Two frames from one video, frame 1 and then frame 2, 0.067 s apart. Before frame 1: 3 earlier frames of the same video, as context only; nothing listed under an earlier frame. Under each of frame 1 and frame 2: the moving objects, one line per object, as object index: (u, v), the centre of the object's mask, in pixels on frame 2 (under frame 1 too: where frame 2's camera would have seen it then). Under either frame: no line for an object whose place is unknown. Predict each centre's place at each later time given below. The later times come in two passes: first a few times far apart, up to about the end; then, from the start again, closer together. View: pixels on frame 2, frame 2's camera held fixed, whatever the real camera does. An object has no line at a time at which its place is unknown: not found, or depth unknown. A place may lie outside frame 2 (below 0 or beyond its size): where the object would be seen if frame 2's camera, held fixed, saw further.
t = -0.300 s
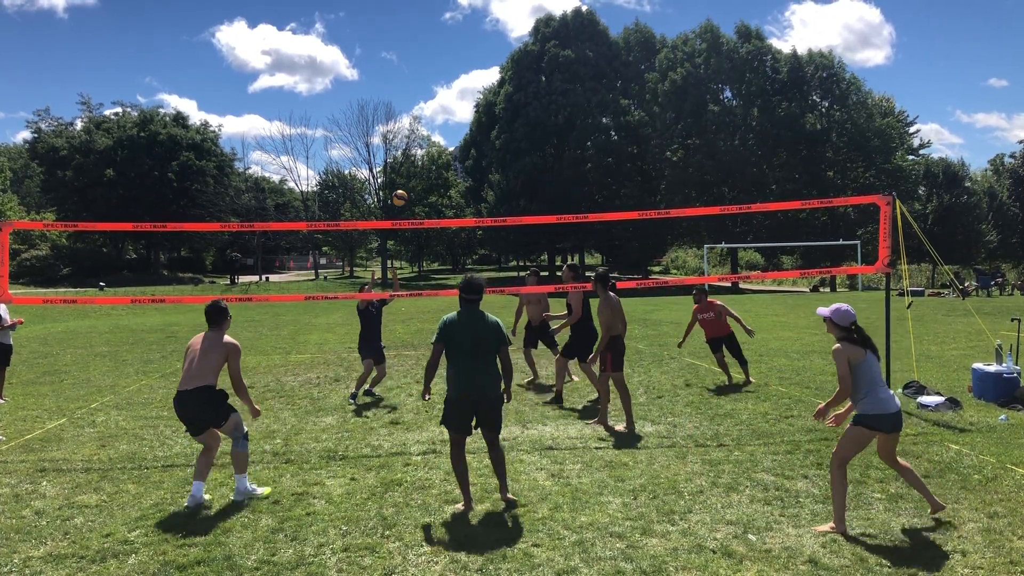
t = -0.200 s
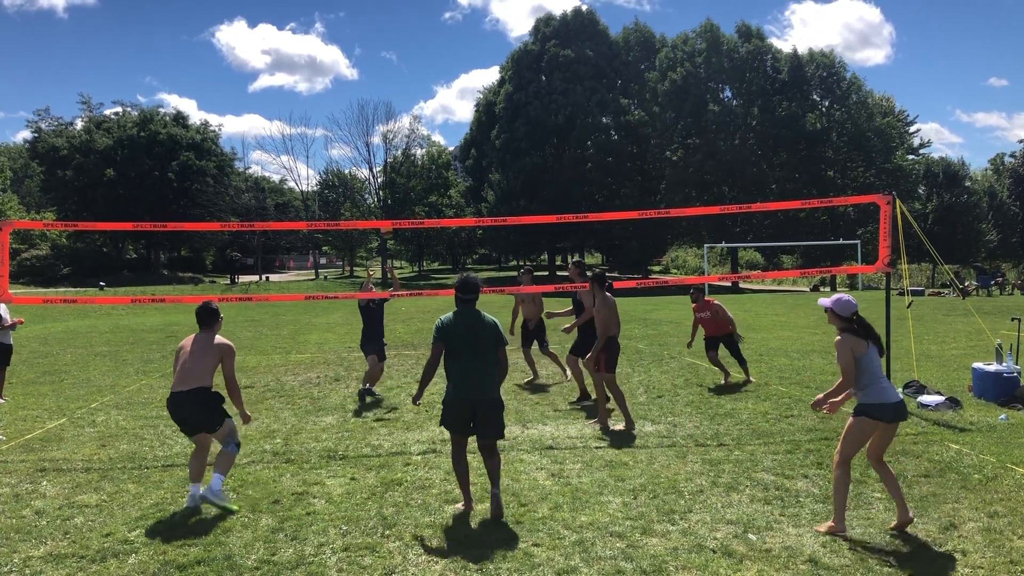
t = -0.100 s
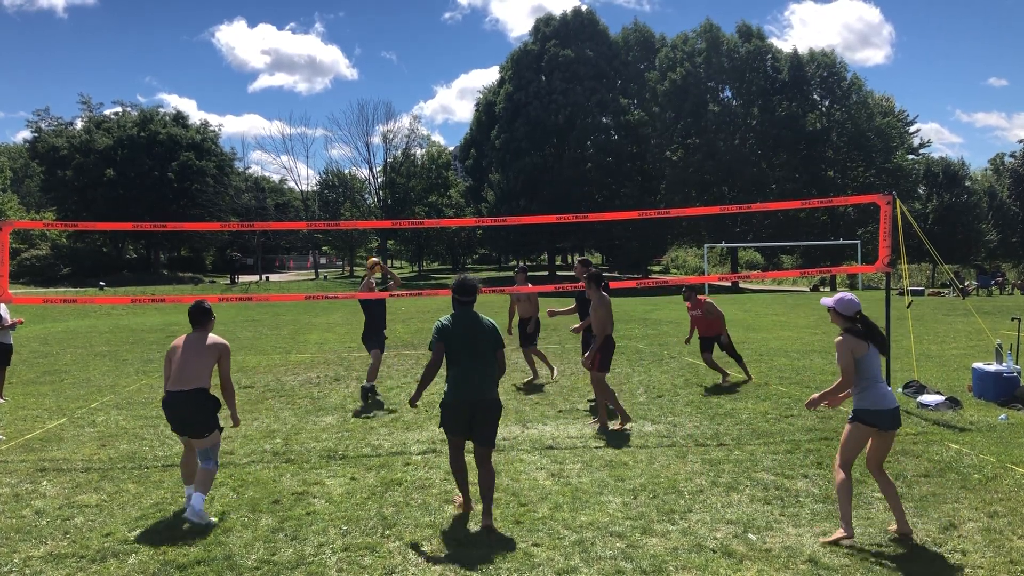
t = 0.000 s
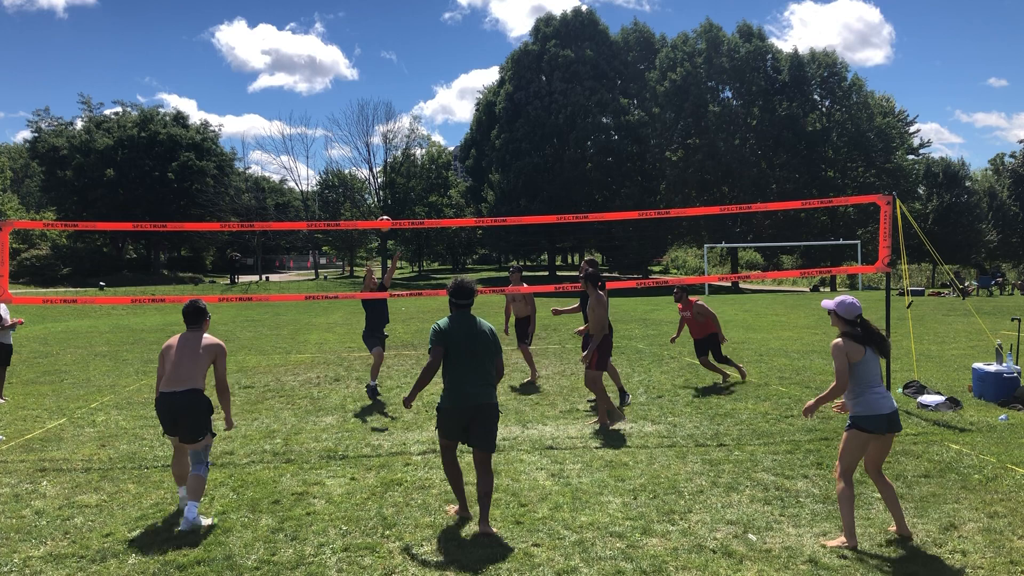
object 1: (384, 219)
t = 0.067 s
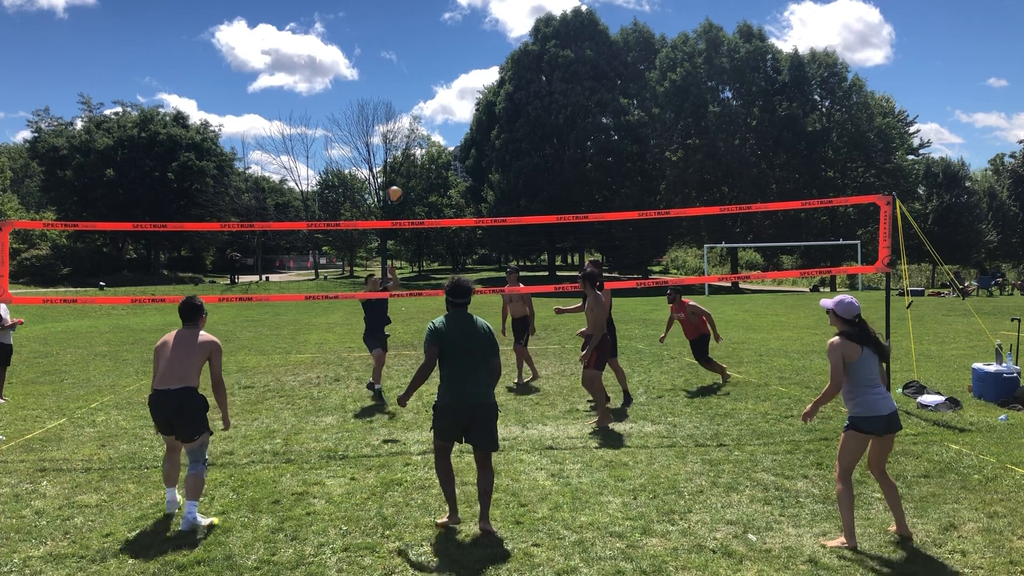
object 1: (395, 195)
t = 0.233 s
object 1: (424, 130)
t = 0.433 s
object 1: (471, 68)
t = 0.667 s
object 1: (552, 35)
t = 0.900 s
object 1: (673, 70)
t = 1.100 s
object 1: (824, 184)
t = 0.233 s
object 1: (424, 130)
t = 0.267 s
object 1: (430, 118)
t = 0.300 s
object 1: (437, 107)
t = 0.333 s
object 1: (445, 96)
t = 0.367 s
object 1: (453, 86)
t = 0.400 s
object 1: (462, 77)
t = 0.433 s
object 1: (471, 68)
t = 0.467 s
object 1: (480, 60)
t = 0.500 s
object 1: (491, 54)
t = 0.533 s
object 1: (501, 48)
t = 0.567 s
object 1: (513, 44)
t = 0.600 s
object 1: (525, 40)
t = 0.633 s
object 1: (539, 37)
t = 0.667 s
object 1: (552, 35)
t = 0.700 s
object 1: (567, 35)
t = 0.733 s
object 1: (582, 36)
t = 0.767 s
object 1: (598, 39)
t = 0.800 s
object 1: (615, 44)
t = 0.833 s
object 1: (634, 51)
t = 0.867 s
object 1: (652, 59)
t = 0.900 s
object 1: (673, 70)
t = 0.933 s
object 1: (695, 83)
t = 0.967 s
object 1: (718, 97)
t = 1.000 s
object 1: (742, 115)
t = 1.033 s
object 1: (768, 135)
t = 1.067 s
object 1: (795, 158)
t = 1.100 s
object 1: (824, 184)
